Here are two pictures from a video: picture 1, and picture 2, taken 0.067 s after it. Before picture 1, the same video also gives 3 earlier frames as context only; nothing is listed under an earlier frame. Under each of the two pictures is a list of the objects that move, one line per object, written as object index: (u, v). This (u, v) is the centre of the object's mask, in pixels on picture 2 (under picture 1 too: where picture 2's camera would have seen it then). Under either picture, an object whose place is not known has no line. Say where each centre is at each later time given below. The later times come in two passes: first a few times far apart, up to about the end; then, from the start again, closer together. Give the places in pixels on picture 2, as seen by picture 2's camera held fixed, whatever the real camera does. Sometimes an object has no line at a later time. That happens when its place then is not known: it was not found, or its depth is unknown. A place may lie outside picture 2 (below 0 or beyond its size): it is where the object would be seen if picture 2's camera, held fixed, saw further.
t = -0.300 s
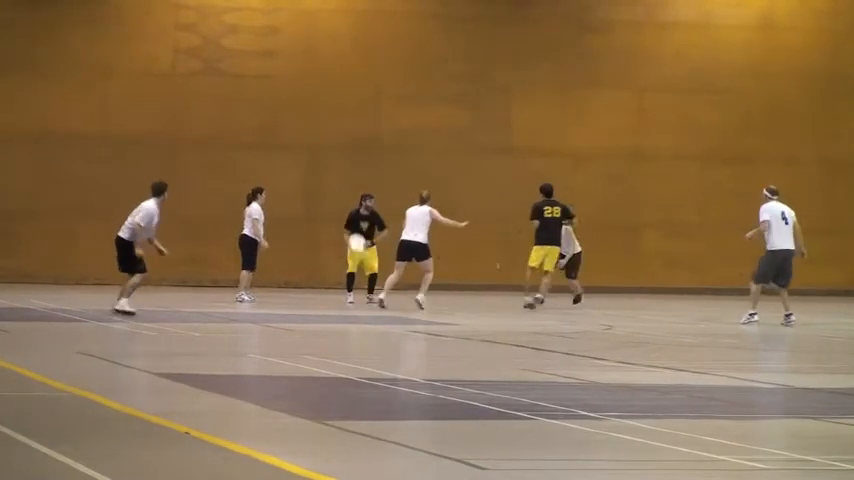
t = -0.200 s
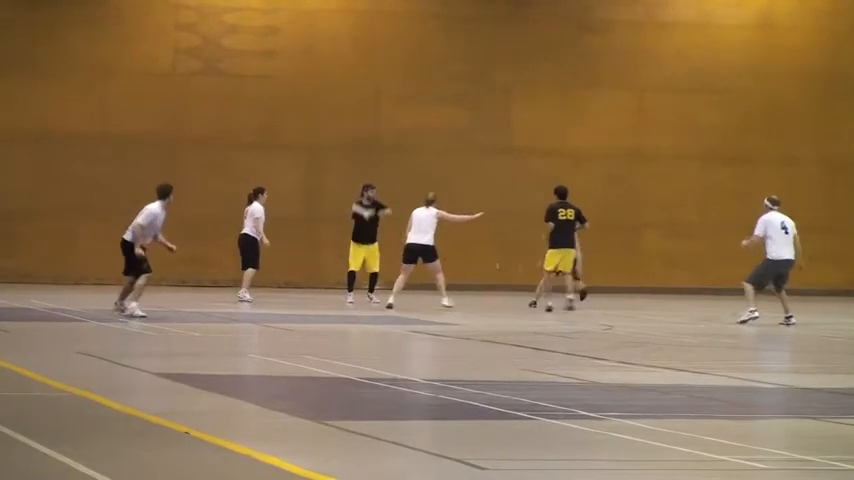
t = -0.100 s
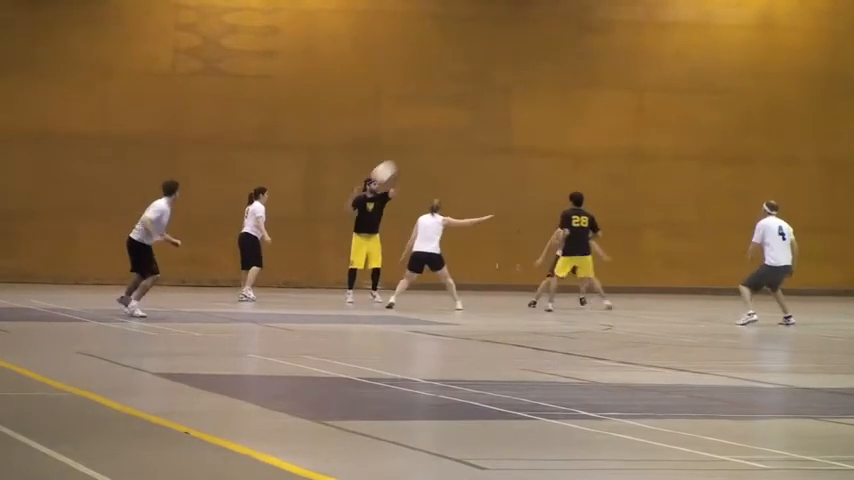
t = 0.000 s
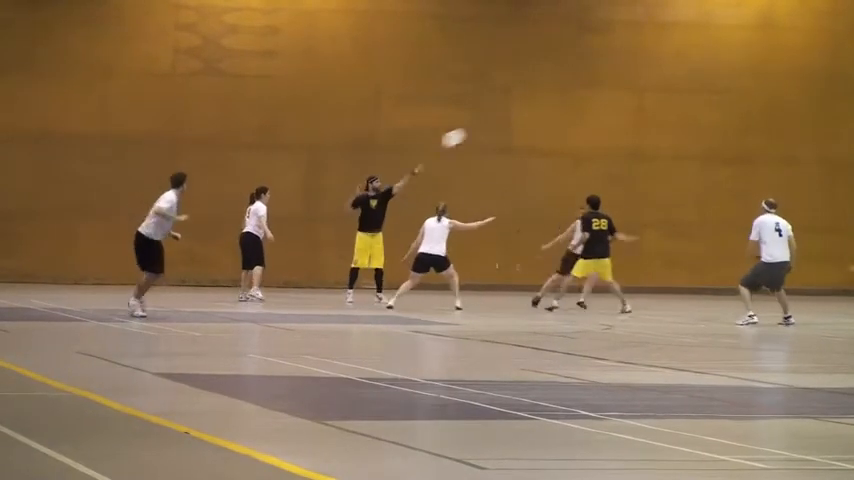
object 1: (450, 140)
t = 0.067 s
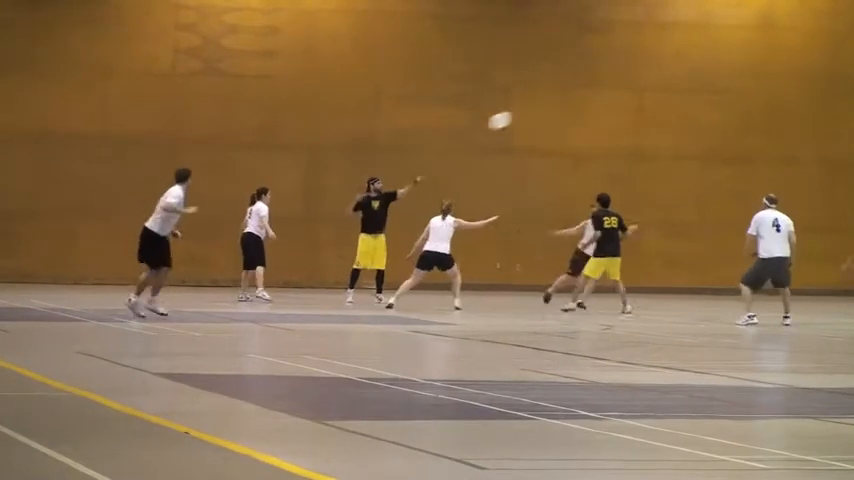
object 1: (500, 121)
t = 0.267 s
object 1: (624, 82)
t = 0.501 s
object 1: (774, 70)
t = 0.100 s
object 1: (518, 114)
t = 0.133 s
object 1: (536, 108)
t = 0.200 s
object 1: (582, 96)
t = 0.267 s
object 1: (624, 82)
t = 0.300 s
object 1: (645, 80)
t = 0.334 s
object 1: (668, 79)
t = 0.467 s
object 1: (752, 72)
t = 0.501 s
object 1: (774, 70)
